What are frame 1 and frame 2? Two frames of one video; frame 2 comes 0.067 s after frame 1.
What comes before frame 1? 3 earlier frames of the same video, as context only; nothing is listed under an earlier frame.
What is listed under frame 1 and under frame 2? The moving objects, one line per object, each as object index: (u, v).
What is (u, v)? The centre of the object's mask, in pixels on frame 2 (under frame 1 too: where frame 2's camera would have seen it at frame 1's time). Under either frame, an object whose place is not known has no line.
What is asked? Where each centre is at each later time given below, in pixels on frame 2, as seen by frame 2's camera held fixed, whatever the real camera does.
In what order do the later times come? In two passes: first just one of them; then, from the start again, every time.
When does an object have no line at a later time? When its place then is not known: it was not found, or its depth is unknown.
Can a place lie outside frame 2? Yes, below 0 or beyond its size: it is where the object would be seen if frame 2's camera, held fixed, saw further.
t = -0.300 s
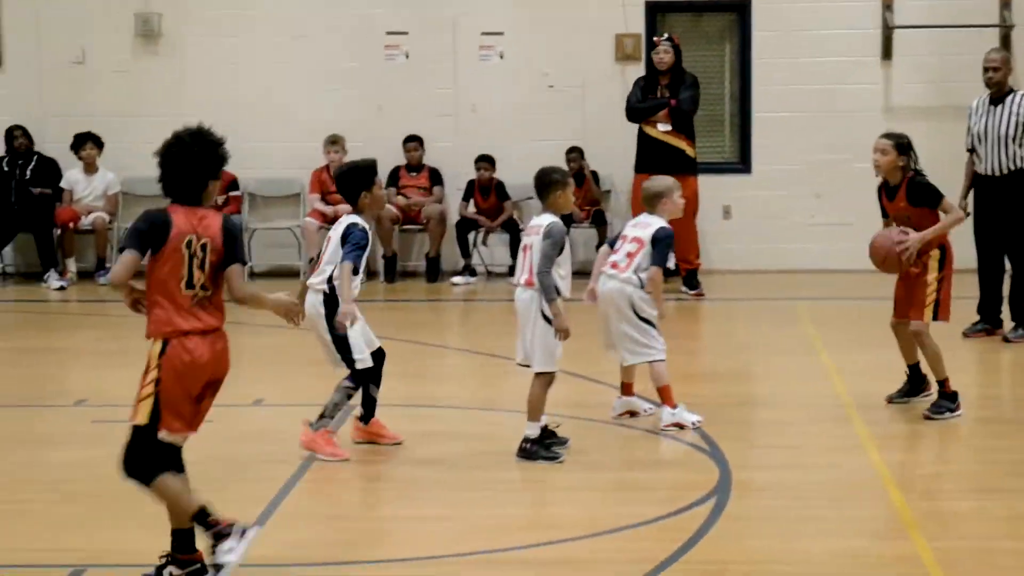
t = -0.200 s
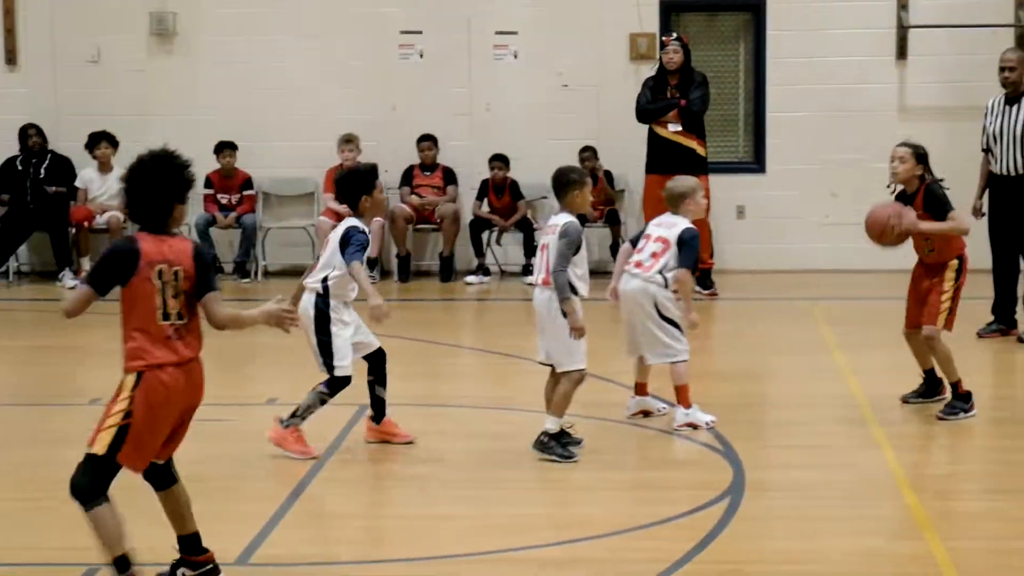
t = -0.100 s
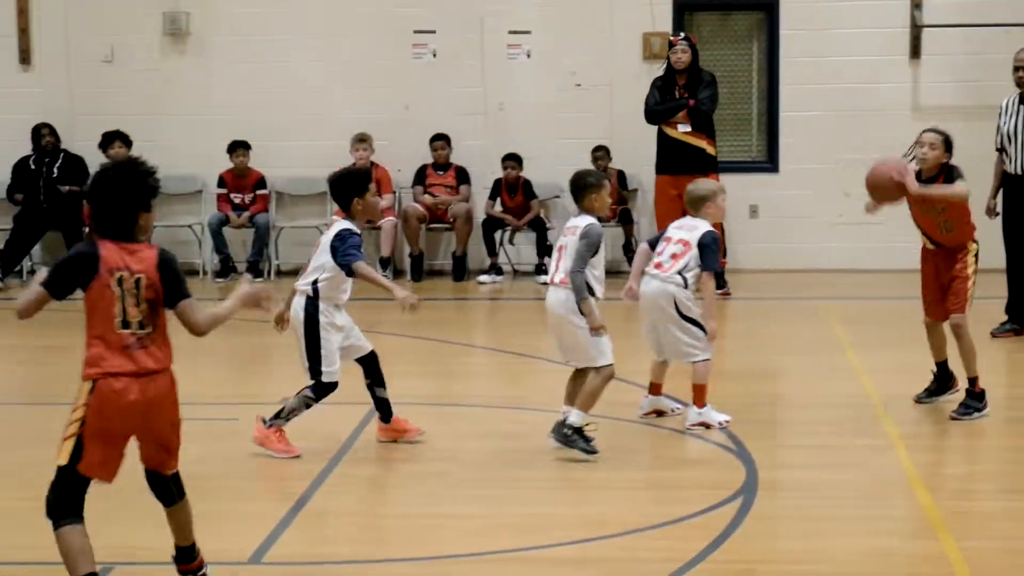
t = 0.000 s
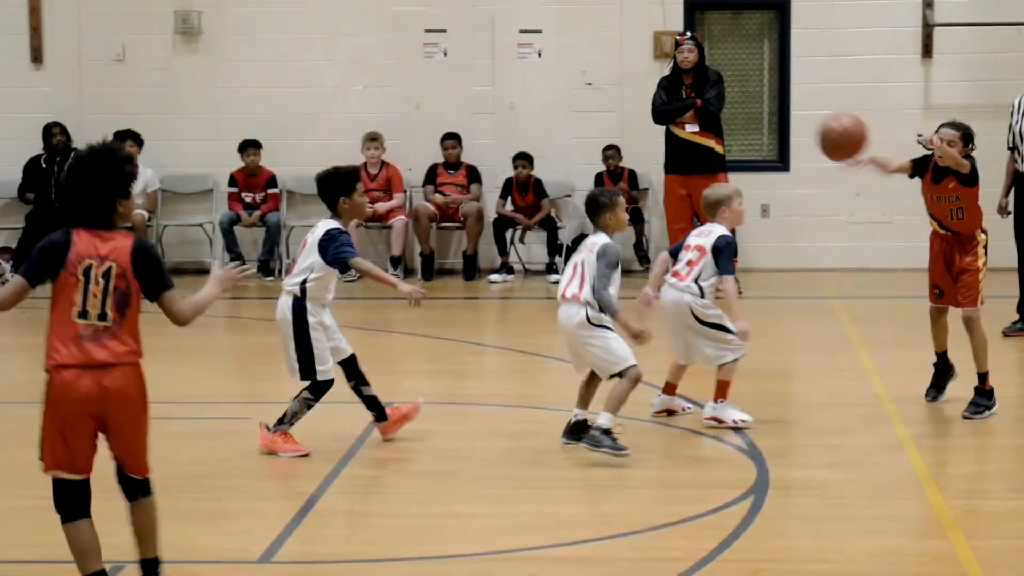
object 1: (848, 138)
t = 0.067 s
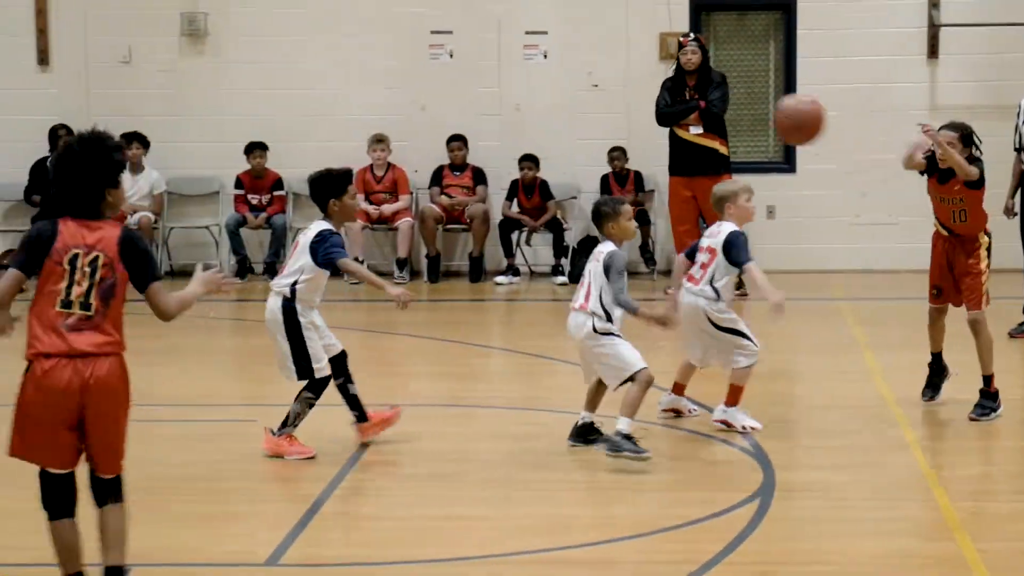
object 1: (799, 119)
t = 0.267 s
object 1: (626, 124)
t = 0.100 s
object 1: (774, 113)
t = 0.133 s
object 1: (746, 109)
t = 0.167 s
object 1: (717, 109)
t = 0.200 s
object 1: (690, 110)
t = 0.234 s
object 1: (661, 114)
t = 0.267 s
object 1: (626, 124)
